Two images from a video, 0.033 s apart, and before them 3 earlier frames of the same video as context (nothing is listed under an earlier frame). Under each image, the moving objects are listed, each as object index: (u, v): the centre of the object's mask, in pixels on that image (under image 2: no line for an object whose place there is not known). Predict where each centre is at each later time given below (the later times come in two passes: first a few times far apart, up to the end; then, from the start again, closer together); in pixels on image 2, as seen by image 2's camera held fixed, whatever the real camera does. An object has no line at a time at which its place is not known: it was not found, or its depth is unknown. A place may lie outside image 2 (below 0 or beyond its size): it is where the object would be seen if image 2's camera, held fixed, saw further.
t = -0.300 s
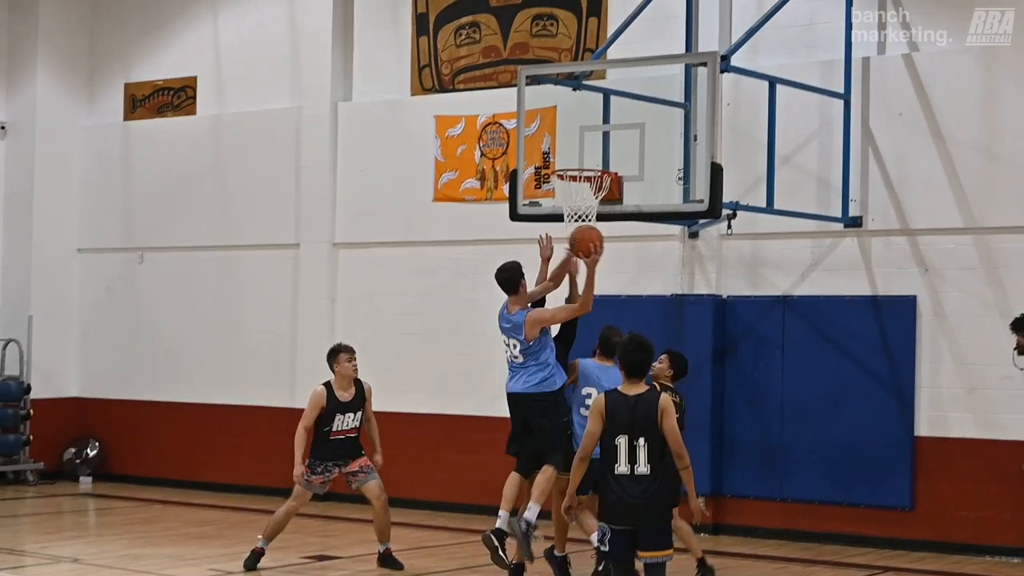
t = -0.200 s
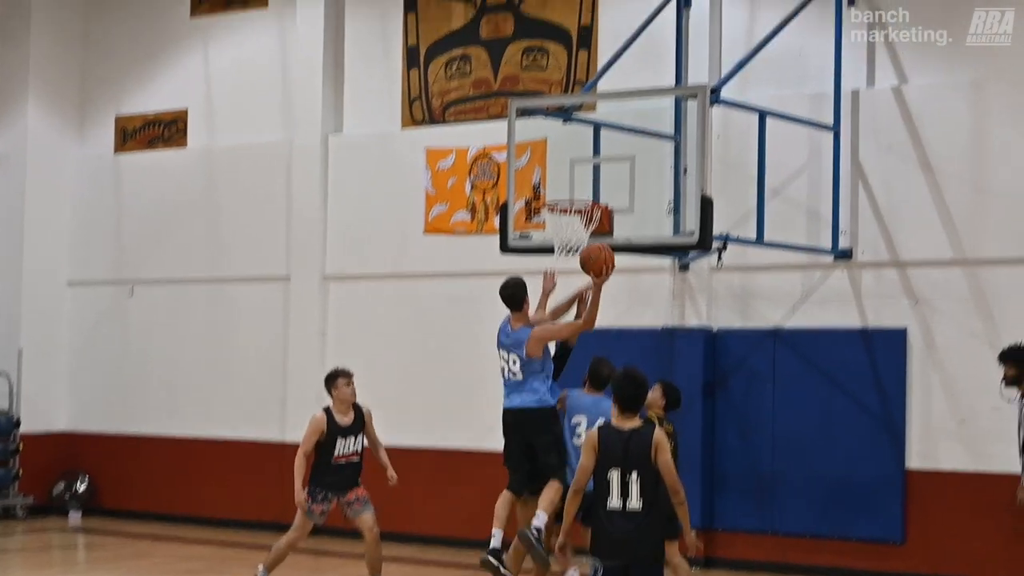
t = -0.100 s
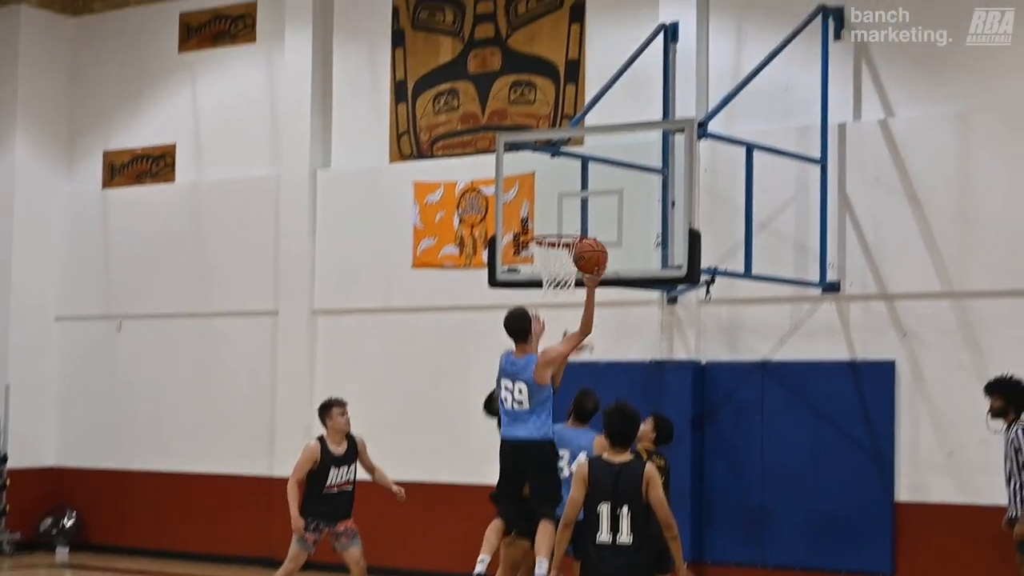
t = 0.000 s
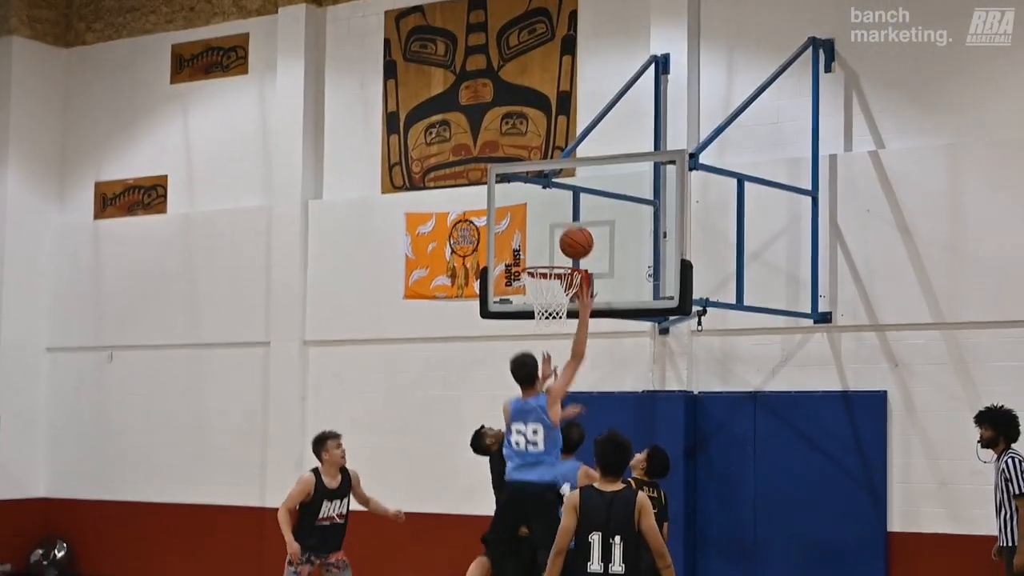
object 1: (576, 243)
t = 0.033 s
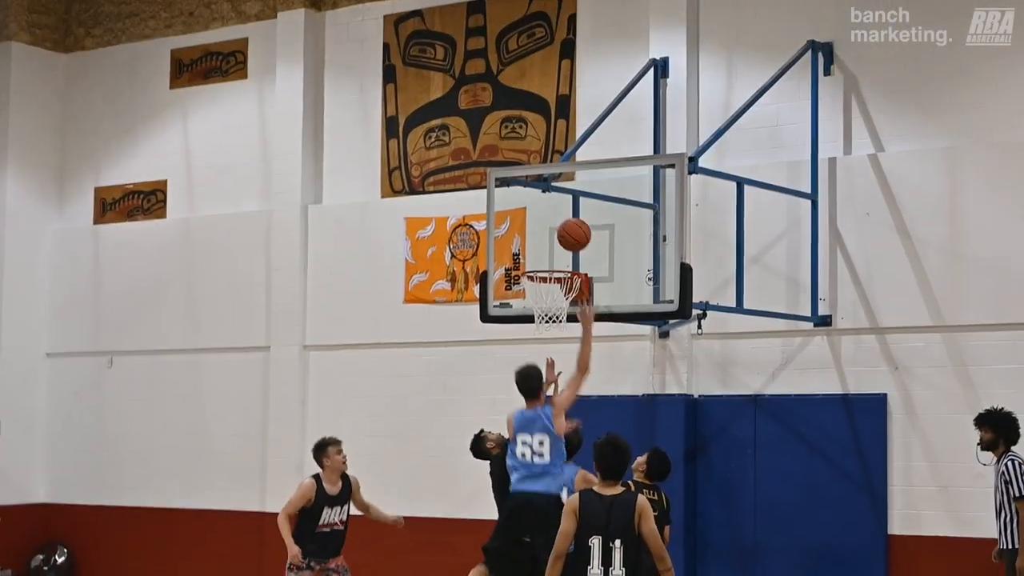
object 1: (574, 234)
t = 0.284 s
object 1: (559, 199)
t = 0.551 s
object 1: (543, 249)
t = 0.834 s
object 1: (556, 245)
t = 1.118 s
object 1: (533, 255)
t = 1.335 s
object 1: (533, 256)
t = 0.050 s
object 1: (573, 229)
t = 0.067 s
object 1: (572, 225)
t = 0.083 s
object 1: (571, 220)
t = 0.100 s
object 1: (570, 216)
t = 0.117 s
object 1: (569, 212)
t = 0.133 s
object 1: (568, 210)
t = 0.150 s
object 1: (567, 207)
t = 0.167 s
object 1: (566, 205)
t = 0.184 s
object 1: (565, 203)
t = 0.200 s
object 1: (564, 201)
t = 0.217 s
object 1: (563, 200)
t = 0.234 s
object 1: (562, 199)
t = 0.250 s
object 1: (562, 199)
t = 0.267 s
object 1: (561, 199)
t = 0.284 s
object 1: (559, 199)
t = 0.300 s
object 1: (558, 200)
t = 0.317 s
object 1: (557, 201)
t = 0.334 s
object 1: (556, 202)
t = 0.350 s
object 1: (555, 203)
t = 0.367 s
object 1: (554, 206)
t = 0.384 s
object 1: (553, 208)
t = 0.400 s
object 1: (552, 210)
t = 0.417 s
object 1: (551, 213)
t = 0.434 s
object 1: (550, 217)
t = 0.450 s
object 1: (549, 220)
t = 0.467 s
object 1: (548, 224)
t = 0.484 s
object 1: (547, 229)
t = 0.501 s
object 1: (546, 233)
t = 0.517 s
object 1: (545, 238)
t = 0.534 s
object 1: (544, 244)
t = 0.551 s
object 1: (543, 249)
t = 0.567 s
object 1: (542, 255)
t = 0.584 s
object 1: (541, 260)
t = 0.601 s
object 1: (541, 263)
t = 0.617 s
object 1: (545, 263)
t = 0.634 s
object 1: (549, 262)
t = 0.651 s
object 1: (554, 262)
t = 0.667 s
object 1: (559, 261)
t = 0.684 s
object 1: (564, 261)
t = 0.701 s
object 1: (568, 262)
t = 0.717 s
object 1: (568, 261)
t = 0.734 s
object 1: (567, 259)
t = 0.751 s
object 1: (565, 256)
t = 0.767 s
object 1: (563, 253)
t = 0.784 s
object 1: (562, 251)
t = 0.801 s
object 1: (560, 248)
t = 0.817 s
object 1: (558, 246)
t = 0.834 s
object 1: (556, 245)
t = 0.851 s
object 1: (555, 243)
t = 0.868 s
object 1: (553, 242)
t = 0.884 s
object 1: (551, 242)
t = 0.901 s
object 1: (550, 241)
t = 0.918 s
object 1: (548, 241)
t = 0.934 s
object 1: (546, 242)
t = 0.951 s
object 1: (544, 242)
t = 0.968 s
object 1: (543, 244)
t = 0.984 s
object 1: (541, 245)
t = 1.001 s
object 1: (539, 247)
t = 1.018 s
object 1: (538, 249)
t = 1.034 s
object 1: (536, 252)
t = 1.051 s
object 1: (534, 254)
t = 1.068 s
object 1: (533, 256)
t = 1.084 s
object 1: (533, 256)
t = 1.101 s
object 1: (533, 255)
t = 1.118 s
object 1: (533, 255)
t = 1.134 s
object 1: (533, 253)
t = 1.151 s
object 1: (533, 252)
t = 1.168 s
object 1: (533, 250)
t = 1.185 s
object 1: (533, 249)
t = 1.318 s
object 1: (533, 254)
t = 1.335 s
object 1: (533, 256)
